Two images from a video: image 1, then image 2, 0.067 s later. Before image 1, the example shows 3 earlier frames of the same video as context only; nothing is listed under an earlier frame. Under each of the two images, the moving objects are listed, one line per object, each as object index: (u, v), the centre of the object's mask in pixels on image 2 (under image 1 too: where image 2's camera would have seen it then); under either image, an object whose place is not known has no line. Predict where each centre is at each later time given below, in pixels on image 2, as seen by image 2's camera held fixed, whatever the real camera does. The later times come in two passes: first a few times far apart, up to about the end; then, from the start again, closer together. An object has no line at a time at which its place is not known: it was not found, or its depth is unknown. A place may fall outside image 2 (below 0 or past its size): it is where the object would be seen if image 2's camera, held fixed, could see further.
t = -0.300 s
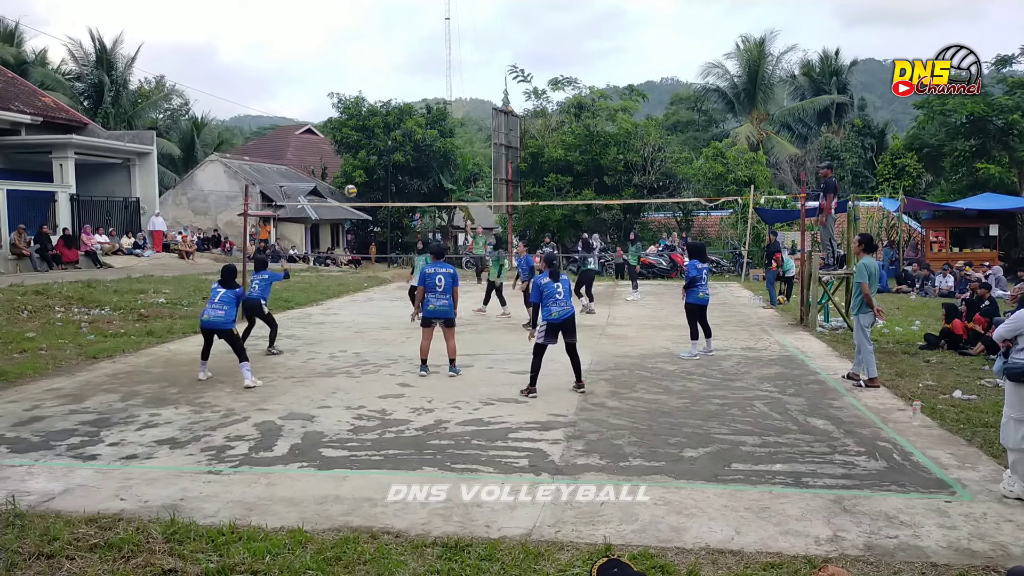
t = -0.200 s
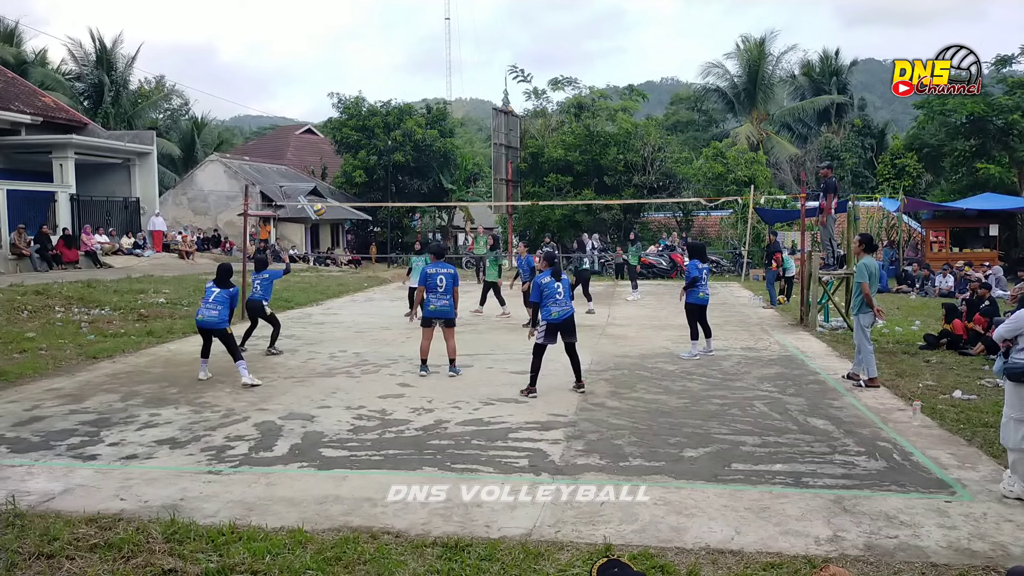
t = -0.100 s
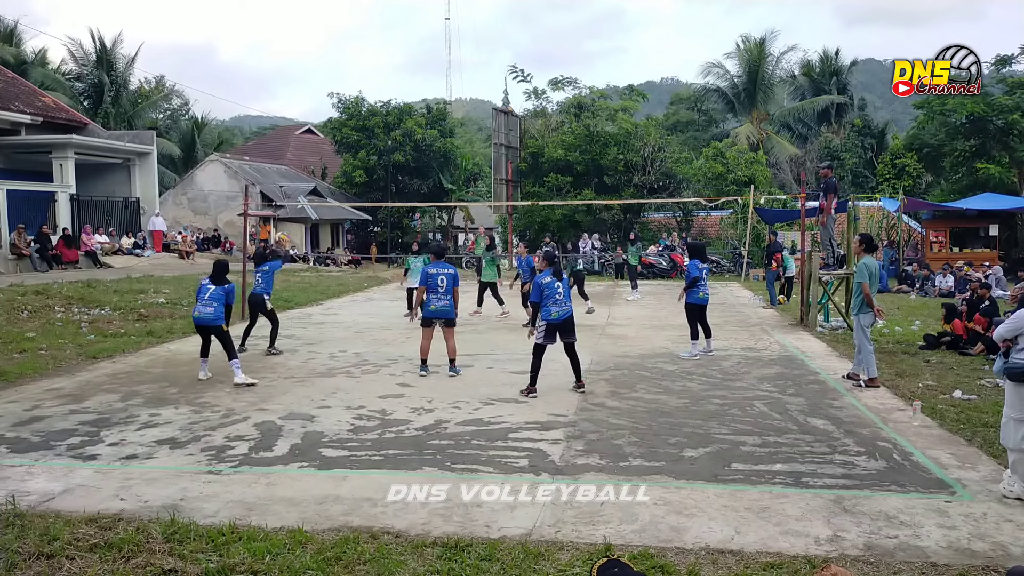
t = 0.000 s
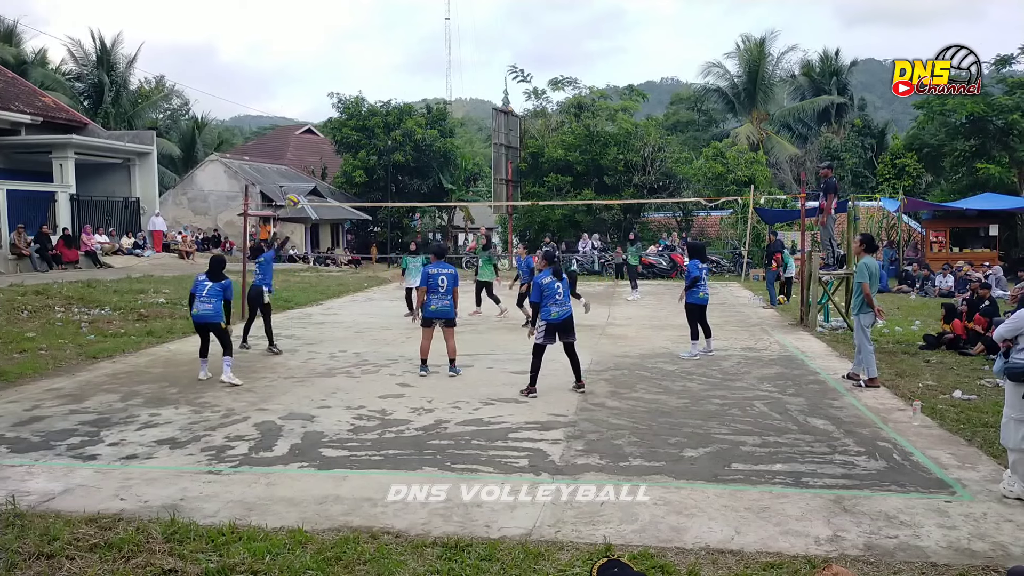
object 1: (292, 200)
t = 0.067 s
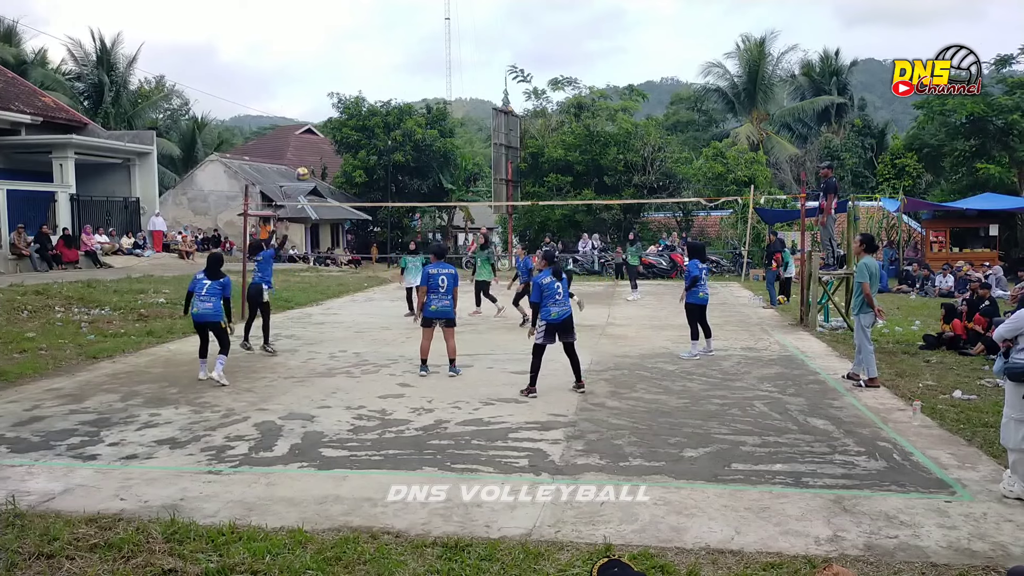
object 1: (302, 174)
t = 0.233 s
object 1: (329, 124)
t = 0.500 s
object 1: (368, 83)
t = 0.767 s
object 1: (406, 88)
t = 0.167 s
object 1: (318, 141)
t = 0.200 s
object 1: (323, 131)
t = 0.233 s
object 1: (329, 124)
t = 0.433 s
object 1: (358, 88)
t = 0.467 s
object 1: (363, 85)
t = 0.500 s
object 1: (368, 83)
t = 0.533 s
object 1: (372, 81)
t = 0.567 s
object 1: (377, 80)
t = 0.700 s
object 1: (396, 83)
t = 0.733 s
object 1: (401, 85)
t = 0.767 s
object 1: (406, 88)
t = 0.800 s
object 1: (411, 92)
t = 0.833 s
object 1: (415, 97)
